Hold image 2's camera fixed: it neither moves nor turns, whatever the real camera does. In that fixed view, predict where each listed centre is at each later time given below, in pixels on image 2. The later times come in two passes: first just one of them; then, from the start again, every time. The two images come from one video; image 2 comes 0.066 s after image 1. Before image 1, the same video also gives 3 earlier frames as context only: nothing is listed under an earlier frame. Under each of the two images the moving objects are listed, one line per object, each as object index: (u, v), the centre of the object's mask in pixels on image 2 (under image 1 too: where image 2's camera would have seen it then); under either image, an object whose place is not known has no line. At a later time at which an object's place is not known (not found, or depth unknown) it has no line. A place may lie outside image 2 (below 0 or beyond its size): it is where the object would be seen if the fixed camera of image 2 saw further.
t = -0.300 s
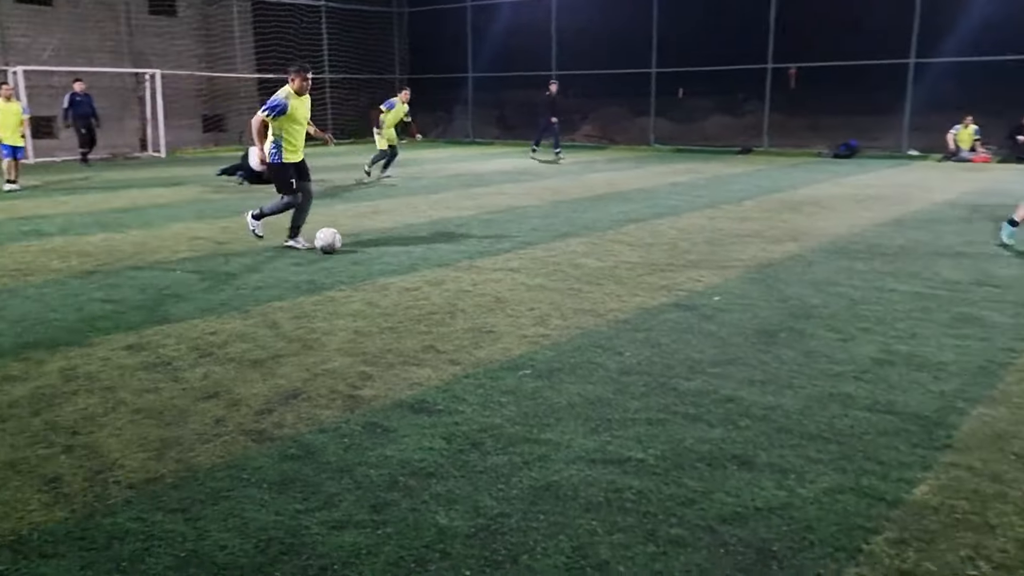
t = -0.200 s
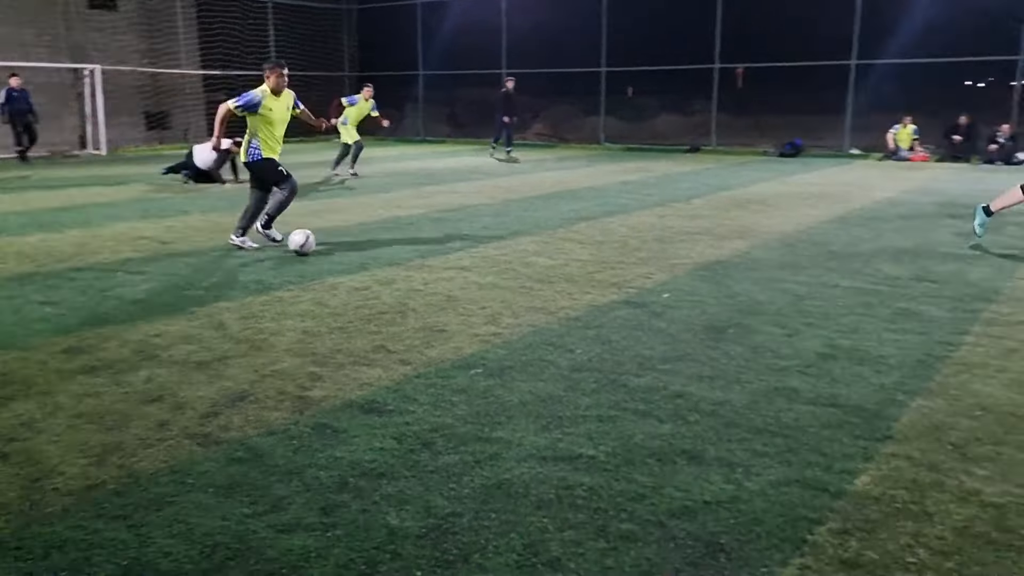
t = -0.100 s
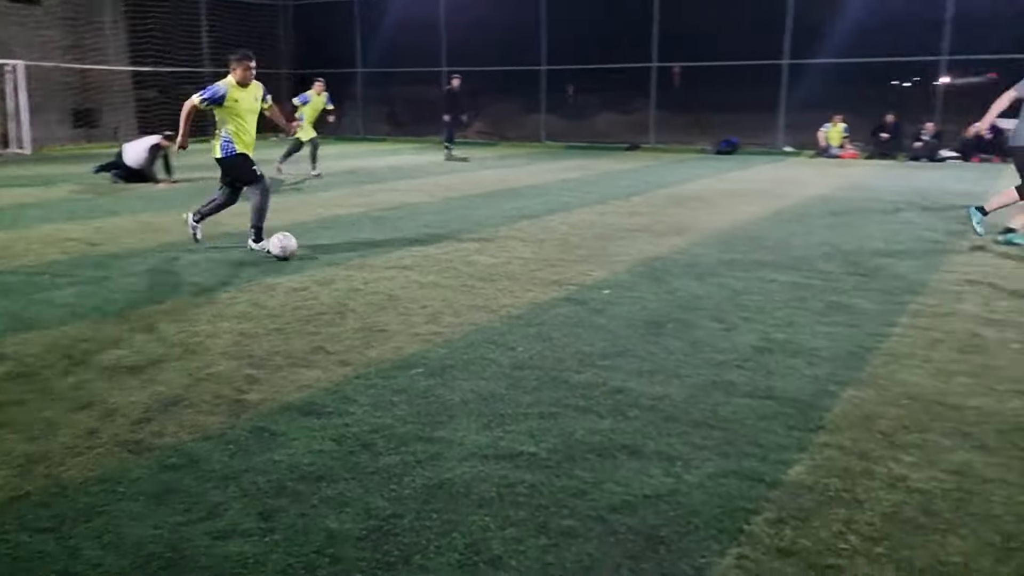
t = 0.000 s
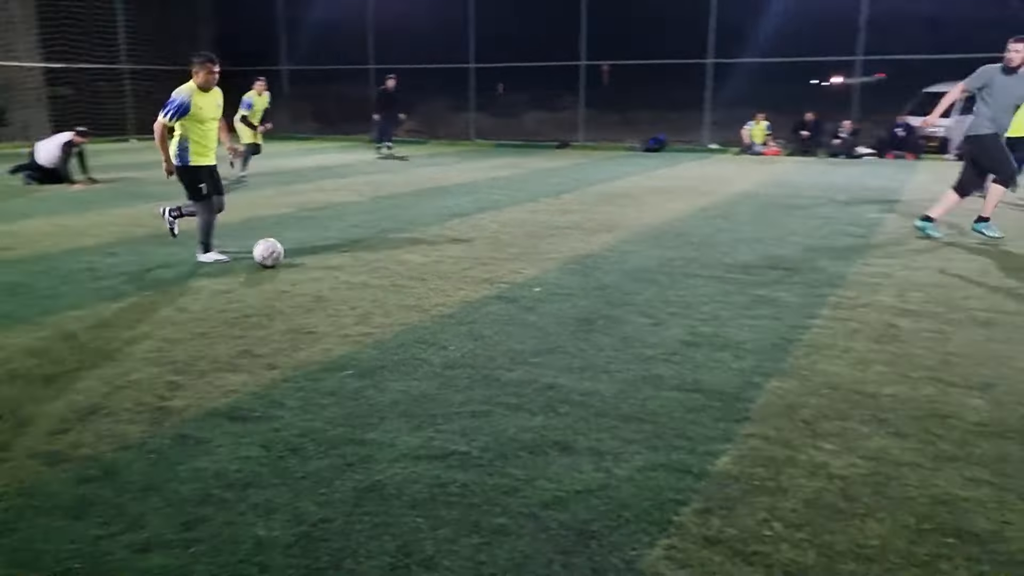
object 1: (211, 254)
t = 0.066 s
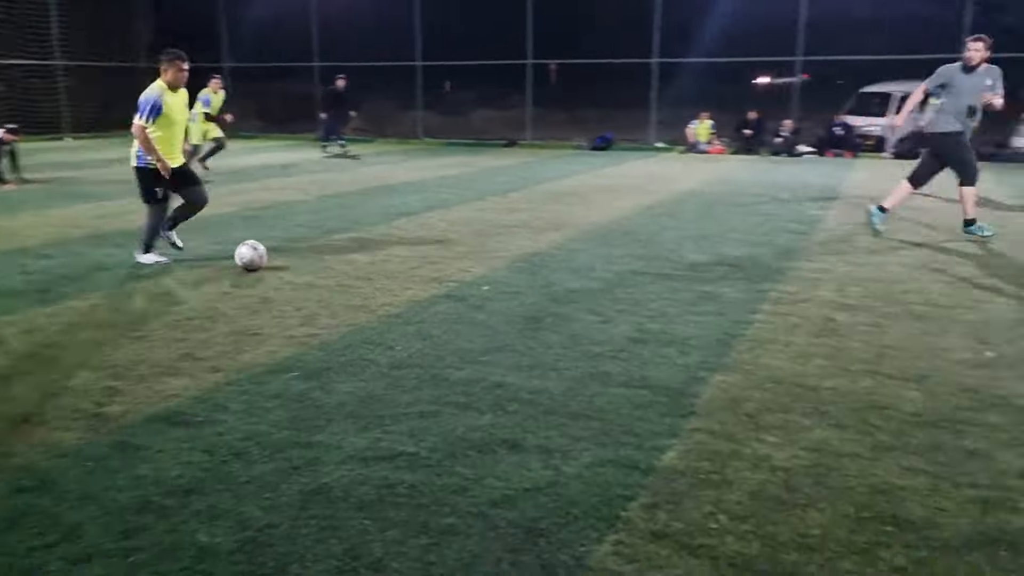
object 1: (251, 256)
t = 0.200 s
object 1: (327, 260)
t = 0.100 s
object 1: (271, 258)
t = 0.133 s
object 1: (290, 259)
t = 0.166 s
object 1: (308, 259)
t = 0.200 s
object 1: (327, 260)
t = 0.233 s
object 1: (344, 262)
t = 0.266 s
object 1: (362, 263)
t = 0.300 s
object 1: (379, 263)
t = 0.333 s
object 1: (396, 265)
